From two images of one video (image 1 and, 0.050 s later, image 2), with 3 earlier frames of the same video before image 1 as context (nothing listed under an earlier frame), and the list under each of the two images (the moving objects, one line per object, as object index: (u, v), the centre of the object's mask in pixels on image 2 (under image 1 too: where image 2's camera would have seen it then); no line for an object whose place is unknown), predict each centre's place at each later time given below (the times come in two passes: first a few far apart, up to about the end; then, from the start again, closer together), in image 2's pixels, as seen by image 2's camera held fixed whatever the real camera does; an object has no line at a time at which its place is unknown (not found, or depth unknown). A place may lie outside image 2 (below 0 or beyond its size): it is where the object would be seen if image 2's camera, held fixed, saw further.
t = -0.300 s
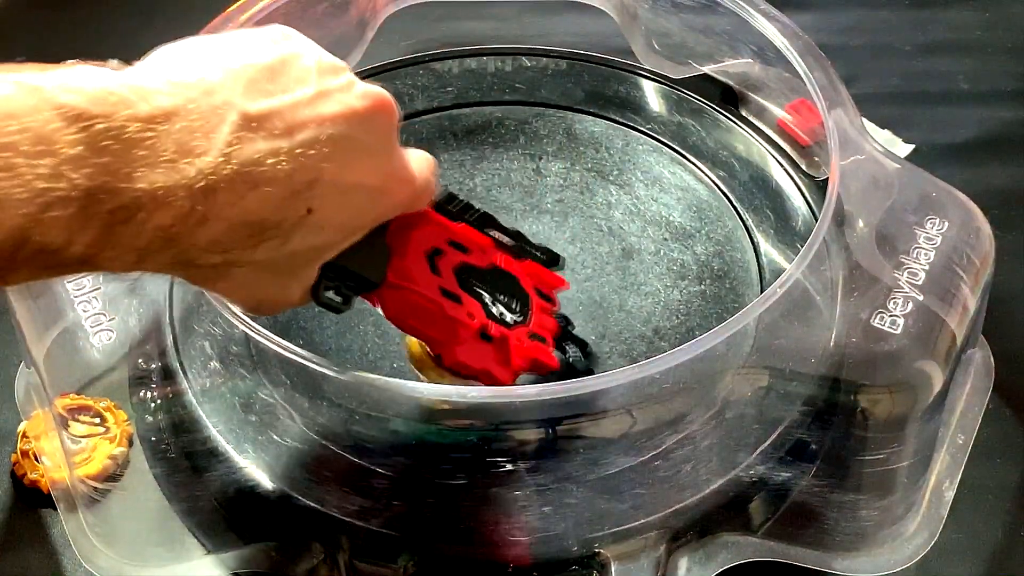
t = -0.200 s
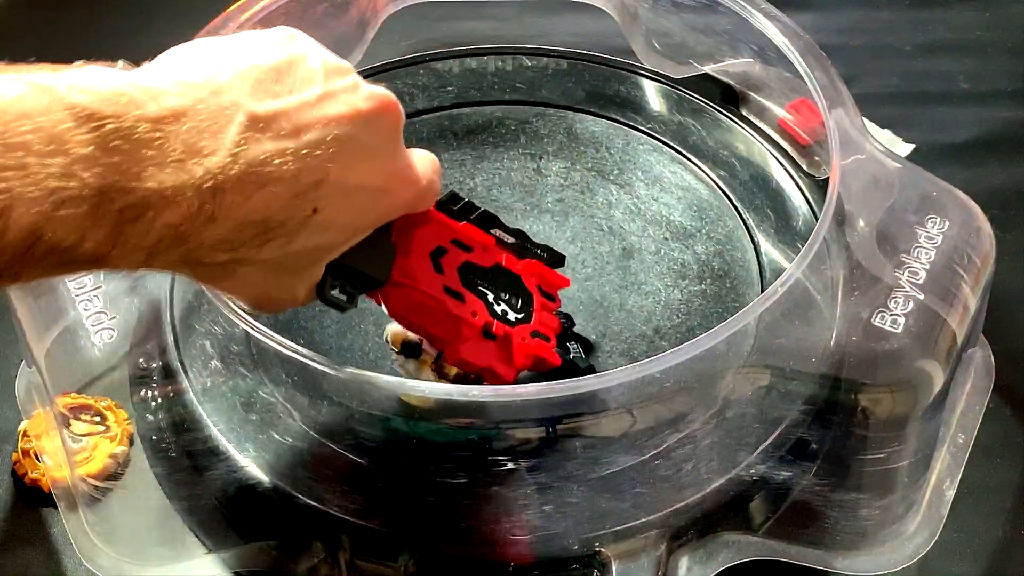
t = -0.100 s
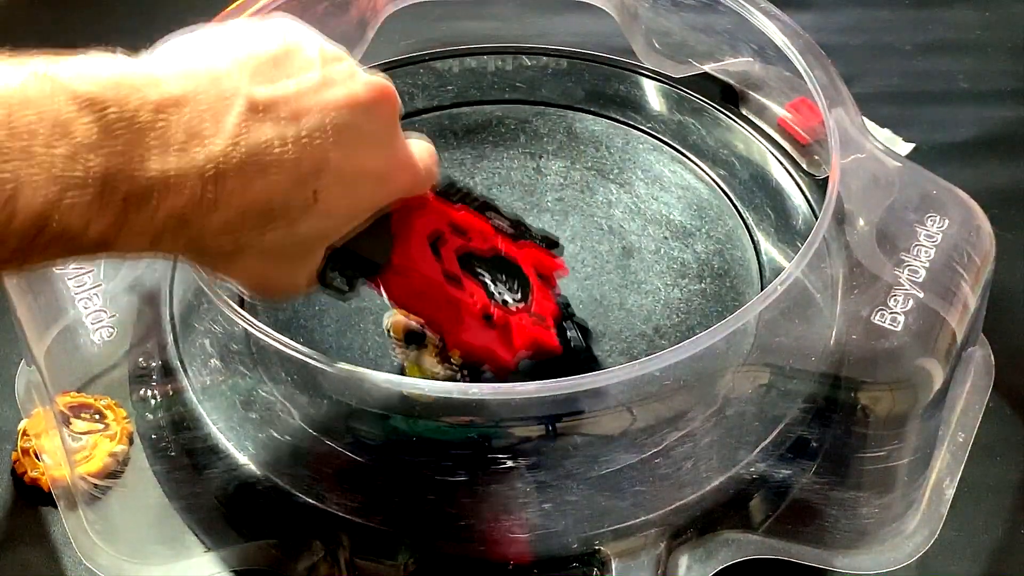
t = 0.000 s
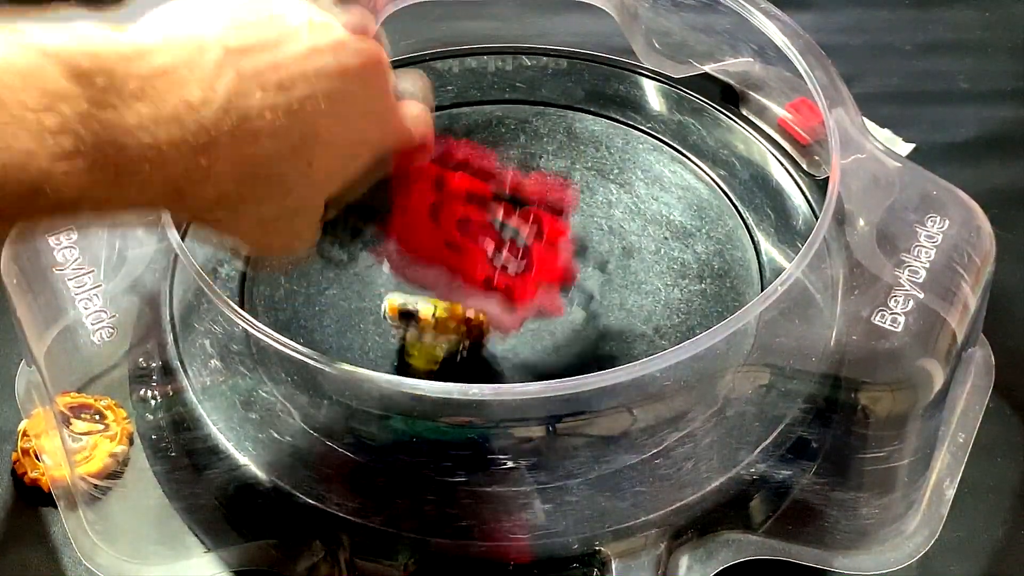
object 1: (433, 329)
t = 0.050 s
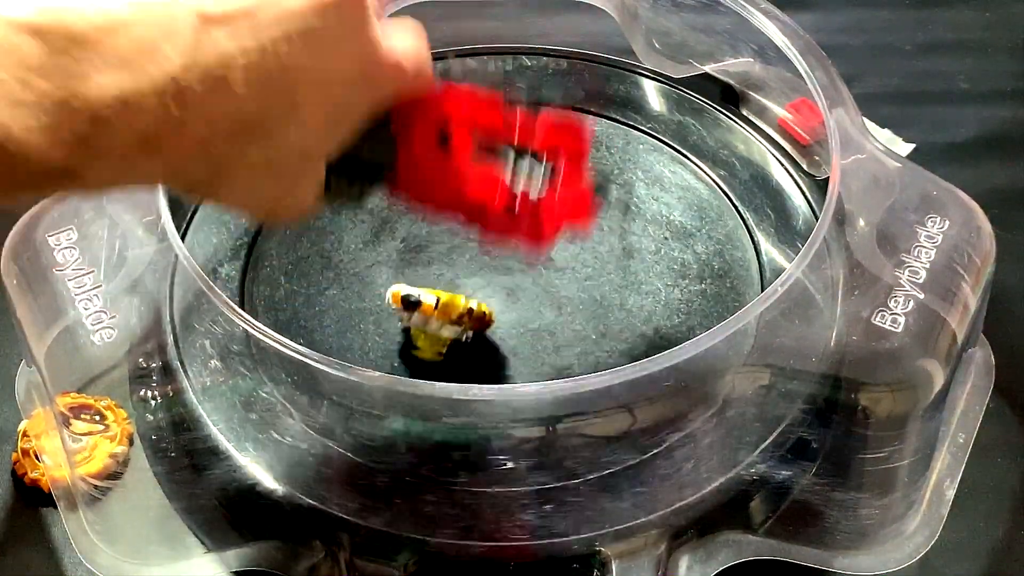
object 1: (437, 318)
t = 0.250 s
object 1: (472, 274)
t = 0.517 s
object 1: (488, 262)
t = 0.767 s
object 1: (488, 262)
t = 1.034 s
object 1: (488, 262)
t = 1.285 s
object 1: (488, 262)
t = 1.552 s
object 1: (488, 262)
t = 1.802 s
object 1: (488, 262)
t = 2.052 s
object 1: (488, 262)
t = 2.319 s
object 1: (488, 262)
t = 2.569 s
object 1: (488, 262)
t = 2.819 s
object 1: (488, 262)
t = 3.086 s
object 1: (488, 262)
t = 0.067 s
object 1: (439, 312)
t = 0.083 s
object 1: (441, 309)
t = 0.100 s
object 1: (445, 304)
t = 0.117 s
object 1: (447, 301)
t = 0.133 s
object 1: (450, 296)
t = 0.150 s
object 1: (453, 293)
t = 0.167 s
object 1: (456, 288)
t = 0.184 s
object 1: (459, 286)
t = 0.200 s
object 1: (463, 281)
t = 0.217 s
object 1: (466, 280)
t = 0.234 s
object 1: (469, 275)
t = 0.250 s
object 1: (472, 274)
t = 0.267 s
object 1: (475, 270)
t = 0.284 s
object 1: (478, 269)
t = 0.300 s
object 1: (480, 267)
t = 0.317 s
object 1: (482, 266)
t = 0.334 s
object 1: (484, 264)
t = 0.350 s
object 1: (485, 263)
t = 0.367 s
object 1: (487, 263)
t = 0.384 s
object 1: (487, 263)
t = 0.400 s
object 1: (488, 262)
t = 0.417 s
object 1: (488, 262)
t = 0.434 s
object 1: (488, 262)
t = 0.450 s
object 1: (488, 262)
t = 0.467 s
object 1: (488, 262)
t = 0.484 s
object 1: (488, 262)
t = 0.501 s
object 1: (488, 262)
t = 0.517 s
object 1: (488, 262)
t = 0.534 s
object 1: (488, 262)
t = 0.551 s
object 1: (488, 262)
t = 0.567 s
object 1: (488, 262)
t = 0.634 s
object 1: (488, 262)
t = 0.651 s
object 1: (488, 262)
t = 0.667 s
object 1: (488, 262)
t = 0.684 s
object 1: (488, 262)
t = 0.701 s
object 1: (488, 262)
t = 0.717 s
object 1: (488, 262)
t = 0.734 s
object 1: (488, 262)
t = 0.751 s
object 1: (488, 262)
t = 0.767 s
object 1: (488, 262)
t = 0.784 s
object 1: (488, 262)
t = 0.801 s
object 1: (488, 262)
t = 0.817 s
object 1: (488, 262)
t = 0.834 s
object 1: (488, 262)
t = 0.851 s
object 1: (488, 262)
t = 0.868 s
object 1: (488, 262)
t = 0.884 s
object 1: (488, 262)
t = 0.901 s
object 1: (488, 262)
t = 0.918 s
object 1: (488, 262)
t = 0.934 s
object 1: (488, 262)
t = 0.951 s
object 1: (488, 262)
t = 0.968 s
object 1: (488, 262)
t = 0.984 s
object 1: (488, 262)
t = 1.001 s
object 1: (488, 262)
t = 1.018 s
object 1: (488, 262)
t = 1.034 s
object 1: (488, 262)
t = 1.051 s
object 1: (488, 262)
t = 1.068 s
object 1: (488, 262)
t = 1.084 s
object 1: (488, 262)
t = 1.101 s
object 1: (488, 262)
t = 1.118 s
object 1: (488, 262)
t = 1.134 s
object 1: (488, 262)
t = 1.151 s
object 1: (488, 262)
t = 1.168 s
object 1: (488, 262)
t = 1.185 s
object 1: (488, 262)
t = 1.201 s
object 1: (488, 262)
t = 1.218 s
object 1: (488, 262)
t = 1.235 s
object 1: (488, 262)
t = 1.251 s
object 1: (488, 262)
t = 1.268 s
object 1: (488, 262)
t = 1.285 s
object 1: (488, 262)
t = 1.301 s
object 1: (488, 262)
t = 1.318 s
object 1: (488, 262)
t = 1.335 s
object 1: (488, 262)
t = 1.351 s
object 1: (488, 262)
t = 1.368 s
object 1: (488, 262)
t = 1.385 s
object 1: (488, 262)
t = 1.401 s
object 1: (488, 262)
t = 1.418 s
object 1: (488, 262)
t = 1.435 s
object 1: (488, 262)
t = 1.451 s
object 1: (488, 262)
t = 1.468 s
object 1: (488, 262)
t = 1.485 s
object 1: (488, 262)
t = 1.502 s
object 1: (488, 262)
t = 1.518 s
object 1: (488, 262)
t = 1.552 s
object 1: (488, 262)
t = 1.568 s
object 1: (488, 262)
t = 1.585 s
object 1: (488, 262)
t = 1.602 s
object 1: (488, 262)
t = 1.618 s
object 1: (488, 262)
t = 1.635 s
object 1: (488, 262)
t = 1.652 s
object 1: (488, 262)
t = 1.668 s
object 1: (488, 262)
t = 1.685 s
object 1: (488, 262)
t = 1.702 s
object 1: (488, 262)
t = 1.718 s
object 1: (488, 262)
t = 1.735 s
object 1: (488, 262)
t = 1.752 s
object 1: (488, 262)
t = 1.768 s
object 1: (488, 262)
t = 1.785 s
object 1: (488, 262)
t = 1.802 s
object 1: (488, 262)
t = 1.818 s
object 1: (488, 262)
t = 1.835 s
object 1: (488, 262)
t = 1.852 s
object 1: (488, 262)
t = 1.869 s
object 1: (488, 262)
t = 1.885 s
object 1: (488, 262)
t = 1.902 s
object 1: (488, 262)
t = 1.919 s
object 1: (488, 262)
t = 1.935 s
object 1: (488, 262)
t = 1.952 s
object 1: (488, 262)
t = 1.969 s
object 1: (488, 262)
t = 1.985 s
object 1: (488, 262)
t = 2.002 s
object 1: (488, 262)
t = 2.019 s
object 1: (488, 262)
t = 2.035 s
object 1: (488, 262)
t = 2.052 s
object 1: (488, 262)
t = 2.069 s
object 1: (488, 262)
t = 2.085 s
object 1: (488, 262)
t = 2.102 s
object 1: (488, 262)
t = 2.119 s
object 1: (488, 262)
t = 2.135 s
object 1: (488, 262)
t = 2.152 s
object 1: (488, 262)
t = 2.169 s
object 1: (488, 262)
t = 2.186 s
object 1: (488, 262)
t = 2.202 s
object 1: (488, 262)
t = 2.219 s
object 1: (488, 262)
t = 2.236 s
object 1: (488, 262)
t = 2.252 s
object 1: (488, 262)
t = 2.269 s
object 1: (488, 262)
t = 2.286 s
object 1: (488, 262)
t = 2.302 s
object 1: (488, 262)
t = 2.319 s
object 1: (488, 262)
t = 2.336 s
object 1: (488, 262)
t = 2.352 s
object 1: (488, 262)
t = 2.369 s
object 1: (488, 262)
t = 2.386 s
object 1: (488, 262)
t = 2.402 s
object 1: (488, 262)
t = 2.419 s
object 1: (488, 262)
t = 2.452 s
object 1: (488, 262)
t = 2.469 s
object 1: (488, 262)
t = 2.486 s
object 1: (488, 262)
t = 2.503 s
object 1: (488, 262)
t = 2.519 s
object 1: (488, 262)
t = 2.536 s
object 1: (488, 262)
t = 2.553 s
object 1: (488, 262)
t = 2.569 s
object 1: (488, 262)
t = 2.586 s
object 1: (488, 262)
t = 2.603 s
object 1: (488, 262)
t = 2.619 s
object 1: (488, 262)
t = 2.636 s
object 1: (488, 262)
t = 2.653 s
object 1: (488, 262)
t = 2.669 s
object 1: (488, 262)
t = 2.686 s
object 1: (488, 262)
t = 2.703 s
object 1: (488, 262)
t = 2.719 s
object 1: (488, 262)
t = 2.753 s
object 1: (488, 262)
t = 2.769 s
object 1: (488, 262)
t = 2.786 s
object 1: (488, 262)
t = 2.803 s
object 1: (488, 262)
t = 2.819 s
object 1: (488, 262)
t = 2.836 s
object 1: (488, 262)
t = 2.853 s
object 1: (488, 262)
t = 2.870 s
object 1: (488, 262)
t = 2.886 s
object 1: (488, 262)
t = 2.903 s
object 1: (488, 262)
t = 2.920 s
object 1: (488, 262)
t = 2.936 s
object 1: (488, 262)
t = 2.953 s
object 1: (488, 262)
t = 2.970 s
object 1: (488, 262)
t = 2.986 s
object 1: (488, 262)
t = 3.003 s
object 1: (488, 262)
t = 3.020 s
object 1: (488, 262)
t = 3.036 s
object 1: (488, 262)
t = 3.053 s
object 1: (488, 262)
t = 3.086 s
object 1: (488, 262)
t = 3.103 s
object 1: (488, 262)
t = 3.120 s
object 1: (488, 262)
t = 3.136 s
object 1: (488, 262)
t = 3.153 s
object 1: (488, 262)
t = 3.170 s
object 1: (488, 262)
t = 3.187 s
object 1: (488, 262)
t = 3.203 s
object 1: (488, 262)
